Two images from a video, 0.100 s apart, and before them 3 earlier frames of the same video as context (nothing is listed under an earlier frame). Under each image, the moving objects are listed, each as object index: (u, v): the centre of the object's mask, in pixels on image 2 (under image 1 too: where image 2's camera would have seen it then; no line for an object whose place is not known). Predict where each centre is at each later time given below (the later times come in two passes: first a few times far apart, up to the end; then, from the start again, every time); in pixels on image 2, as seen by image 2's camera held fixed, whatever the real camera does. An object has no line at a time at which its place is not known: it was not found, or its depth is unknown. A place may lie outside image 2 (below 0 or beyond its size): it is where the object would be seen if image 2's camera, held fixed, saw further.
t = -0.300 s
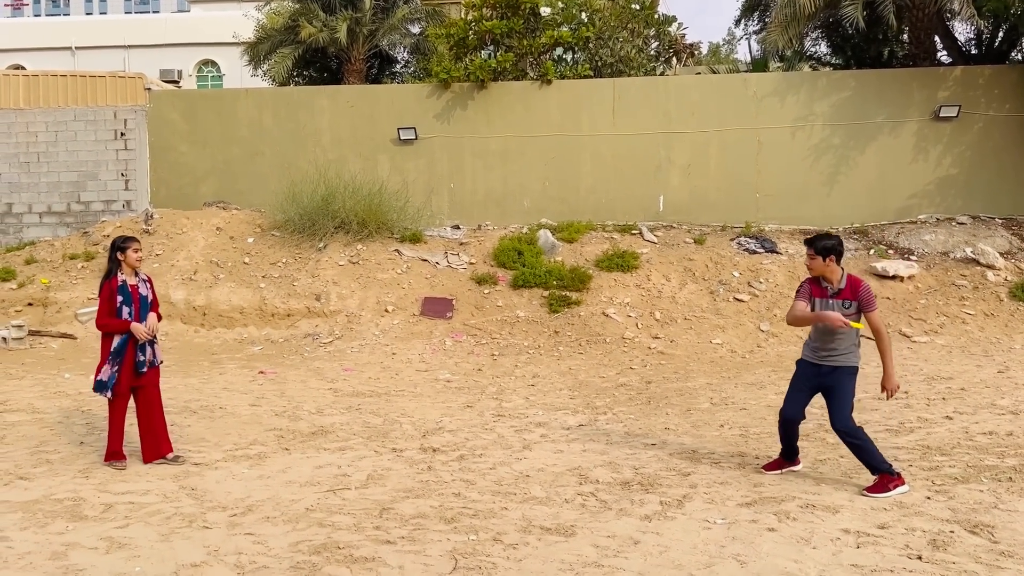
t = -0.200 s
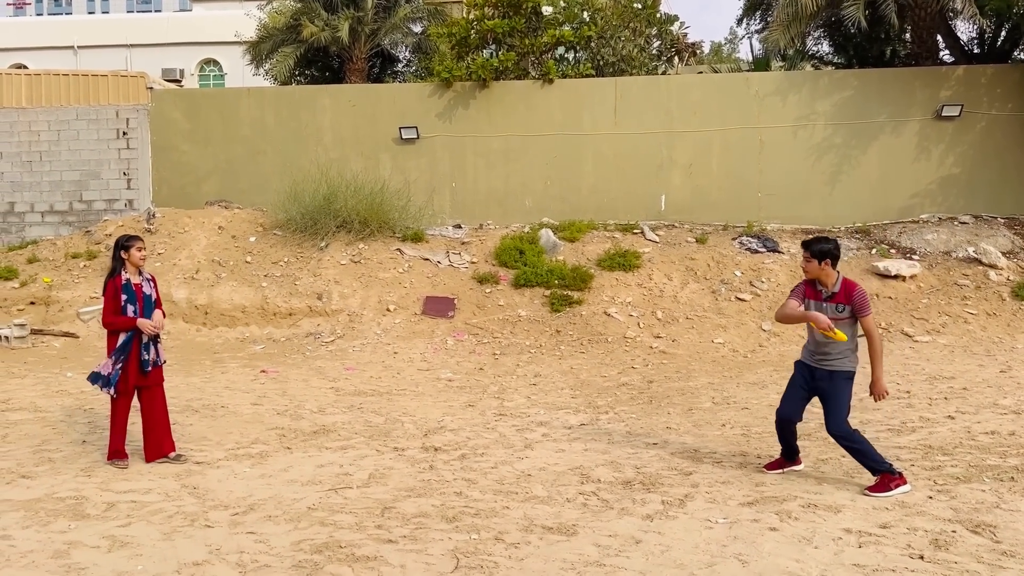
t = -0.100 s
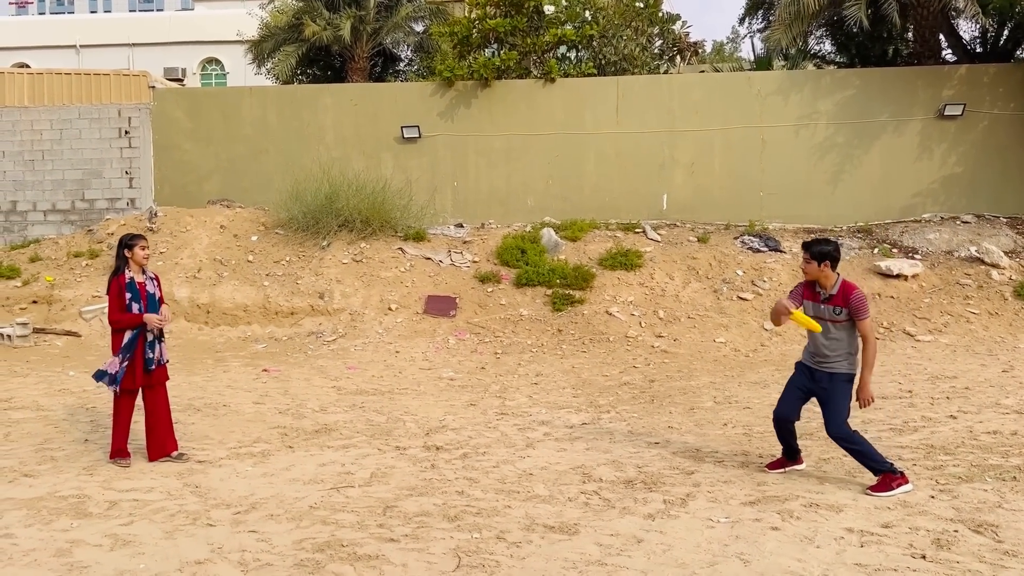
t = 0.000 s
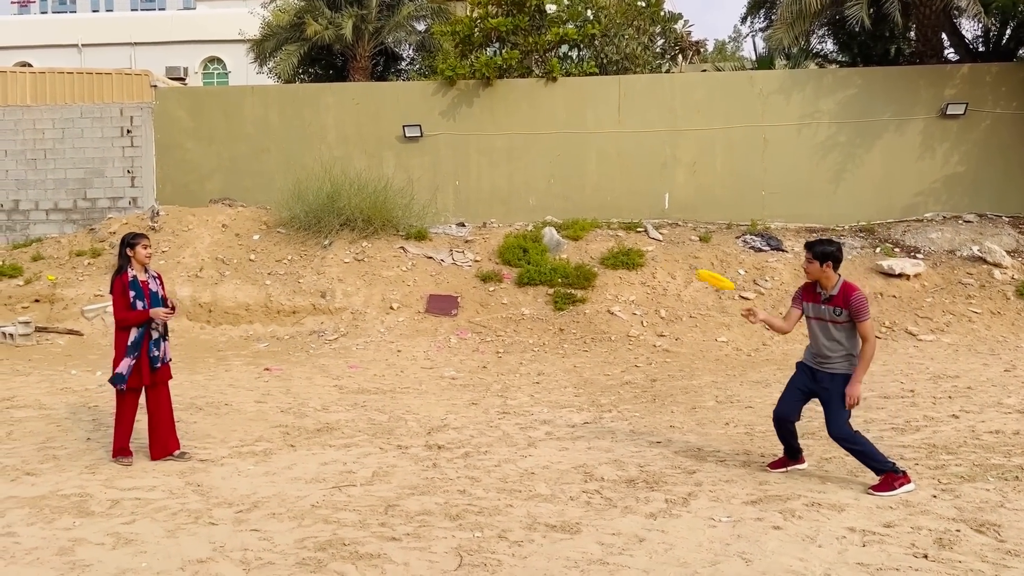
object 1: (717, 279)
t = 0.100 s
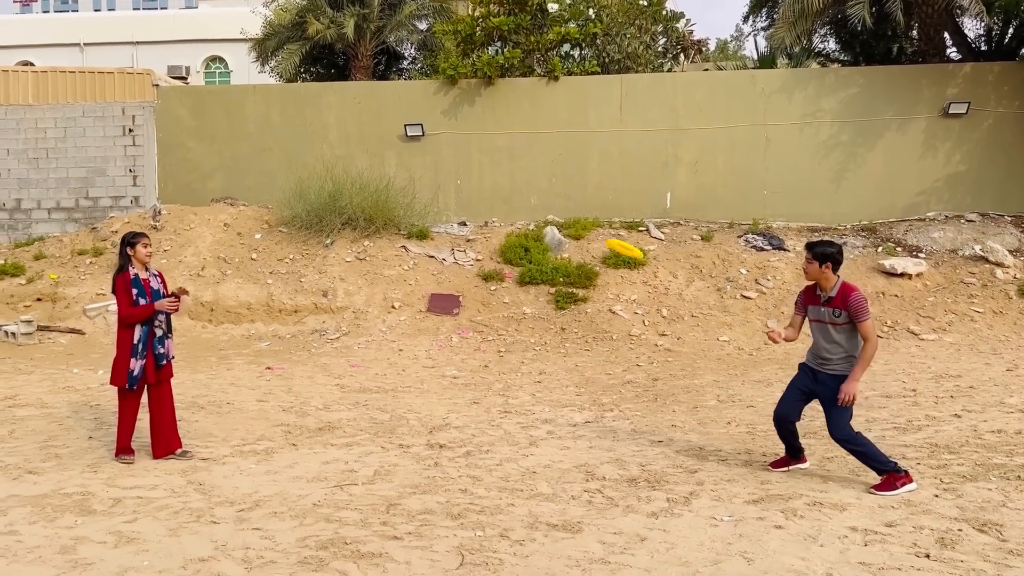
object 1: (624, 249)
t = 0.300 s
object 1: (464, 215)
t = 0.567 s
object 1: (294, 220)
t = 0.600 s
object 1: (277, 223)
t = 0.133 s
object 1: (596, 241)
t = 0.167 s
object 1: (567, 233)
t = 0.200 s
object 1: (540, 228)
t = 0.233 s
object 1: (514, 222)
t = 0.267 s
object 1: (488, 218)
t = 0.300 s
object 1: (464, 215)
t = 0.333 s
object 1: (440, 213)
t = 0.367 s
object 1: (416, 212)
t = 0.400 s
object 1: (395, 212)
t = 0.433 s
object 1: (373, 212)
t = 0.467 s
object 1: (352, 213)
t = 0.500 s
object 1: (332, 215)
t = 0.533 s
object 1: (312, 217)
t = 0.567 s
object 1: (294, 220)
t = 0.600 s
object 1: (277, 223)
